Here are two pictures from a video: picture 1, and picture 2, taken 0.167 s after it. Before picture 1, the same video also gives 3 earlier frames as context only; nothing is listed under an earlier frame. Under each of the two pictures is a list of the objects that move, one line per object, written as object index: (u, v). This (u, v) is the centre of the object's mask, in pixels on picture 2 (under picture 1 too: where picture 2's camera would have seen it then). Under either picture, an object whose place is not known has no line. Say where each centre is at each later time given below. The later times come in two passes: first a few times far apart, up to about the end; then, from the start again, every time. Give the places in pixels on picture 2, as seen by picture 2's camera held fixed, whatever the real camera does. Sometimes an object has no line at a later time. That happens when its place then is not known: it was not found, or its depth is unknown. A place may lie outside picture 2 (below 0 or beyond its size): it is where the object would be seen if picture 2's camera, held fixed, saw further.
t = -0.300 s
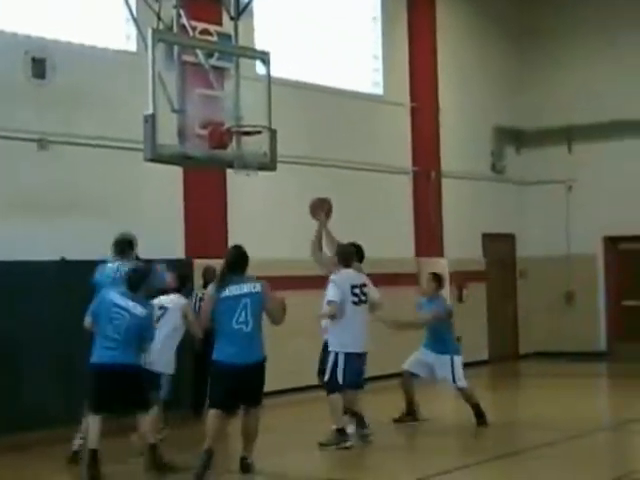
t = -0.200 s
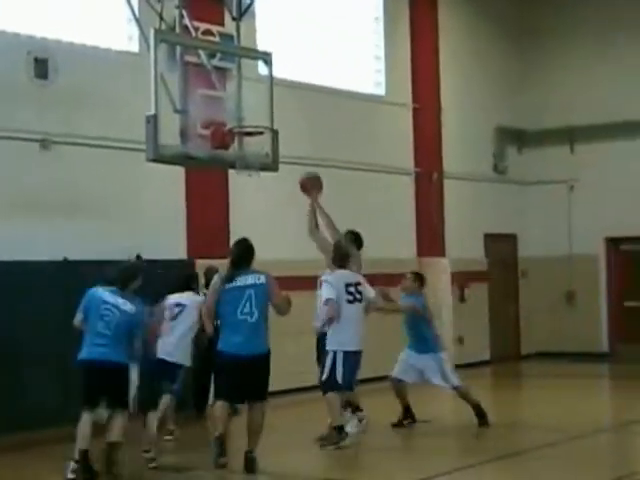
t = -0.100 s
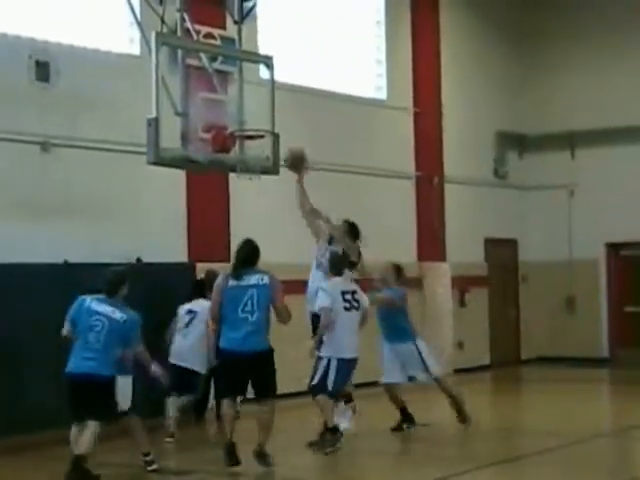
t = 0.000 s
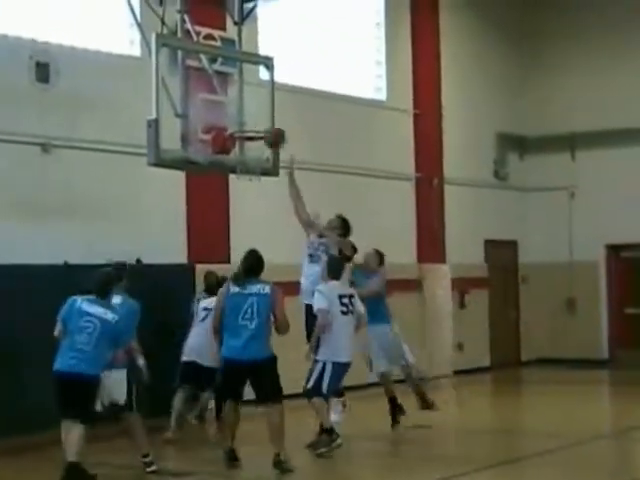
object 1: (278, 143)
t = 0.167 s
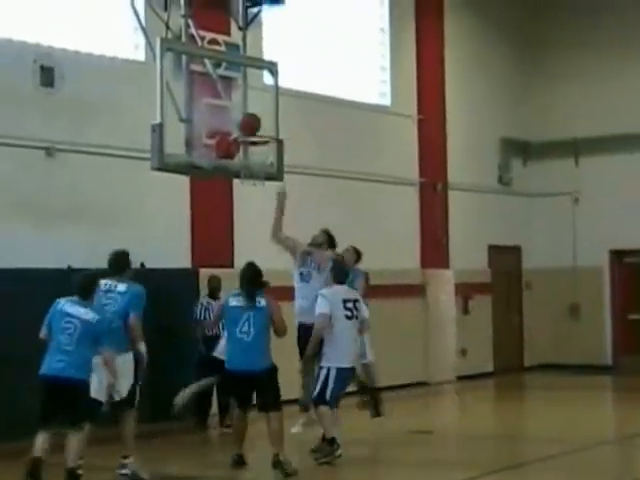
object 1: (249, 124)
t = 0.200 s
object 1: (250, 124)
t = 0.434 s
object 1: (257, 150)
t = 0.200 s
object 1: (250, 124)
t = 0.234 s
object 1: (251, 125)
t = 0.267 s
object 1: (252, 126)
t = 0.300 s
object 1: (253, 128)
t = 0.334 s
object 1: (254, 132)
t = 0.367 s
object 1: (255, 138)
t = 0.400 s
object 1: (257, 144)
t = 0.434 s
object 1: (257, 150)
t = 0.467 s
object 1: (260, 160)
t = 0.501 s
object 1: (260, 166)
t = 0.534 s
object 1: (263, 172)
